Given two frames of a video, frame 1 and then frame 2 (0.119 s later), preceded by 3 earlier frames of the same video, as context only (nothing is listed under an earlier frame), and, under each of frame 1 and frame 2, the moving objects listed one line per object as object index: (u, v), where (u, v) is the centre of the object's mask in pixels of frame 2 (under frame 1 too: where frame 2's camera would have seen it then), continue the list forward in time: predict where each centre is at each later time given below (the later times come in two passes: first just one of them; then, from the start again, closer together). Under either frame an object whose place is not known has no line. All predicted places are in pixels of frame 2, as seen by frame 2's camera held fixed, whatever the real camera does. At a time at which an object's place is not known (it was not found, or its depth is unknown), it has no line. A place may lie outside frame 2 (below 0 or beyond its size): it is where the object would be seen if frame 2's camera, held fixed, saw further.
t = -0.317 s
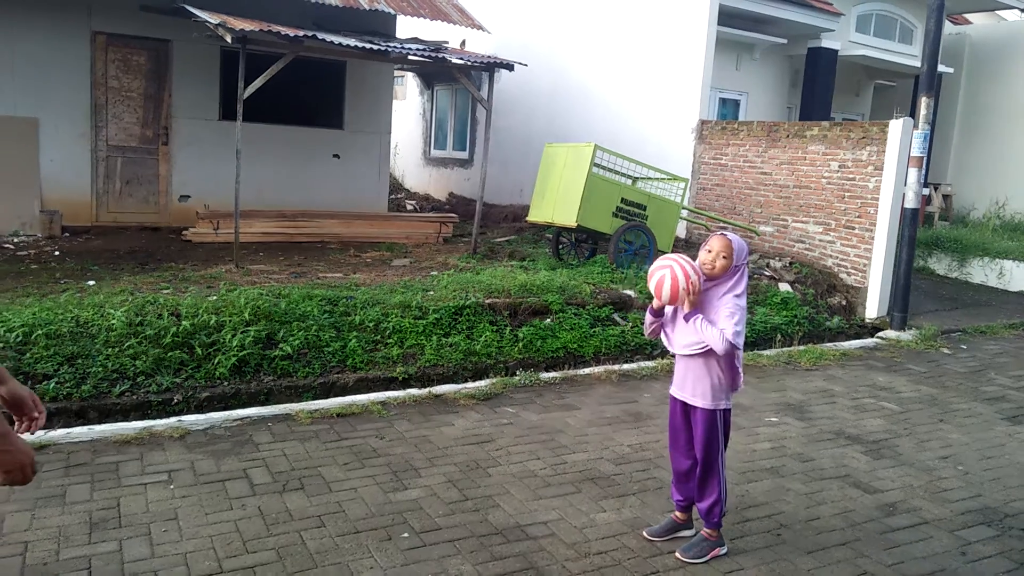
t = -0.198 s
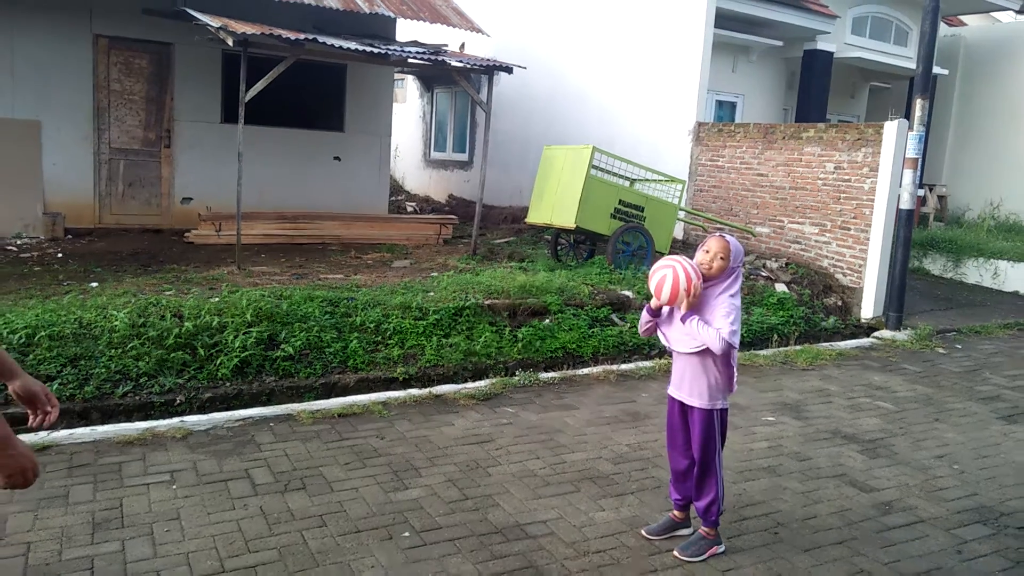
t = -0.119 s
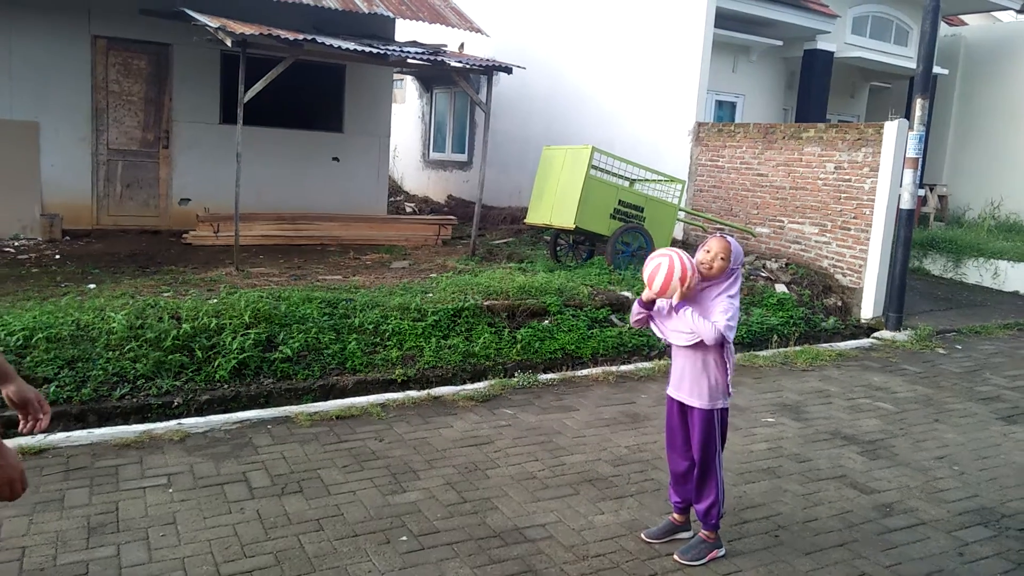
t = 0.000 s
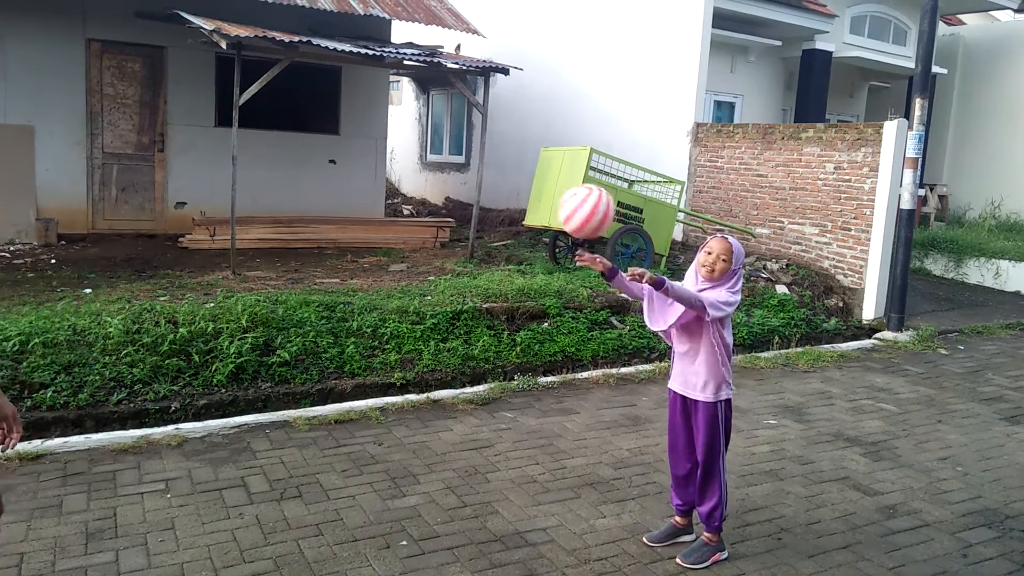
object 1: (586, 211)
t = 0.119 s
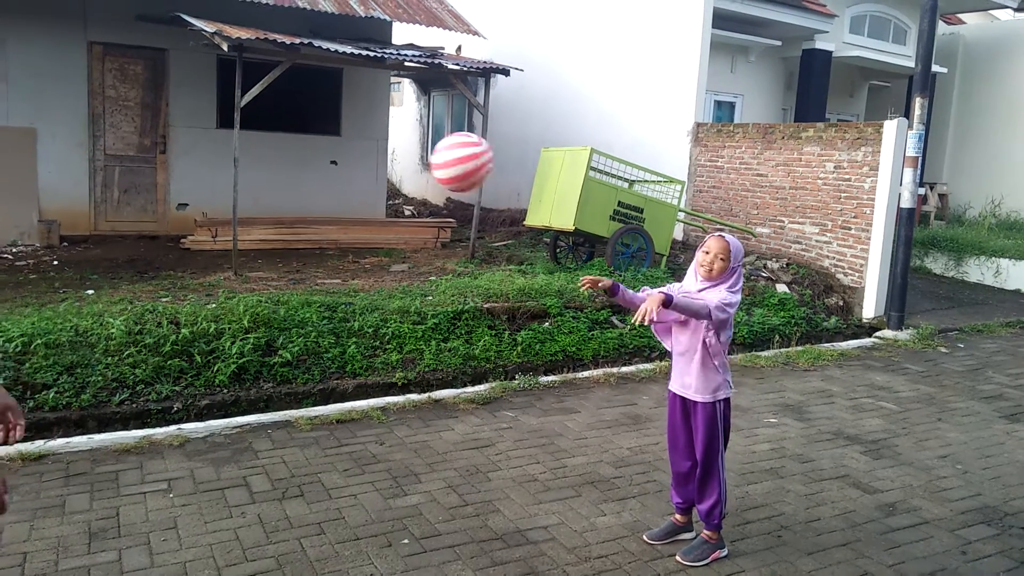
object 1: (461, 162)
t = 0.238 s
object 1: (325, 153)
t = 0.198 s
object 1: (371, 151)
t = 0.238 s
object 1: (325, 153)
